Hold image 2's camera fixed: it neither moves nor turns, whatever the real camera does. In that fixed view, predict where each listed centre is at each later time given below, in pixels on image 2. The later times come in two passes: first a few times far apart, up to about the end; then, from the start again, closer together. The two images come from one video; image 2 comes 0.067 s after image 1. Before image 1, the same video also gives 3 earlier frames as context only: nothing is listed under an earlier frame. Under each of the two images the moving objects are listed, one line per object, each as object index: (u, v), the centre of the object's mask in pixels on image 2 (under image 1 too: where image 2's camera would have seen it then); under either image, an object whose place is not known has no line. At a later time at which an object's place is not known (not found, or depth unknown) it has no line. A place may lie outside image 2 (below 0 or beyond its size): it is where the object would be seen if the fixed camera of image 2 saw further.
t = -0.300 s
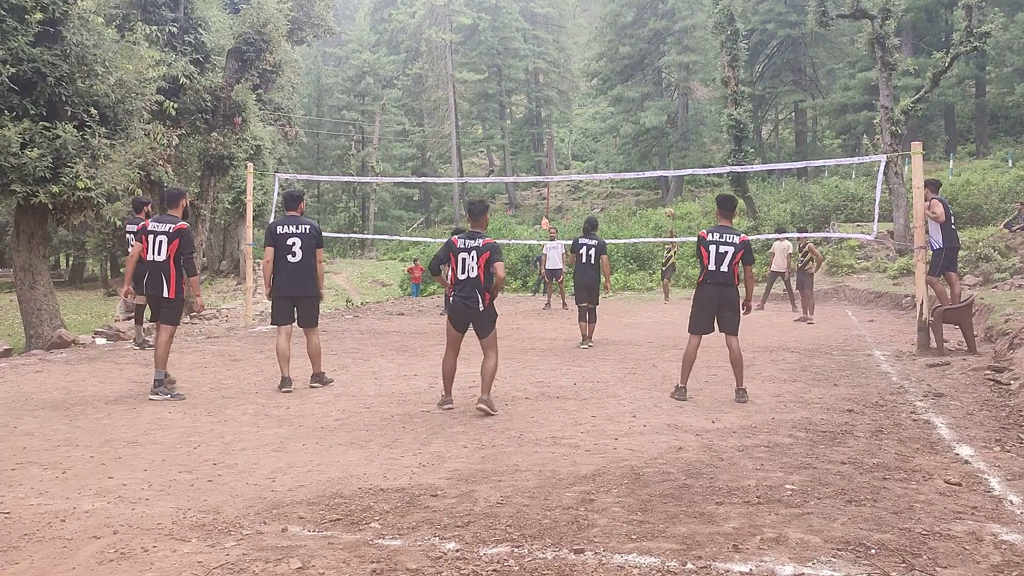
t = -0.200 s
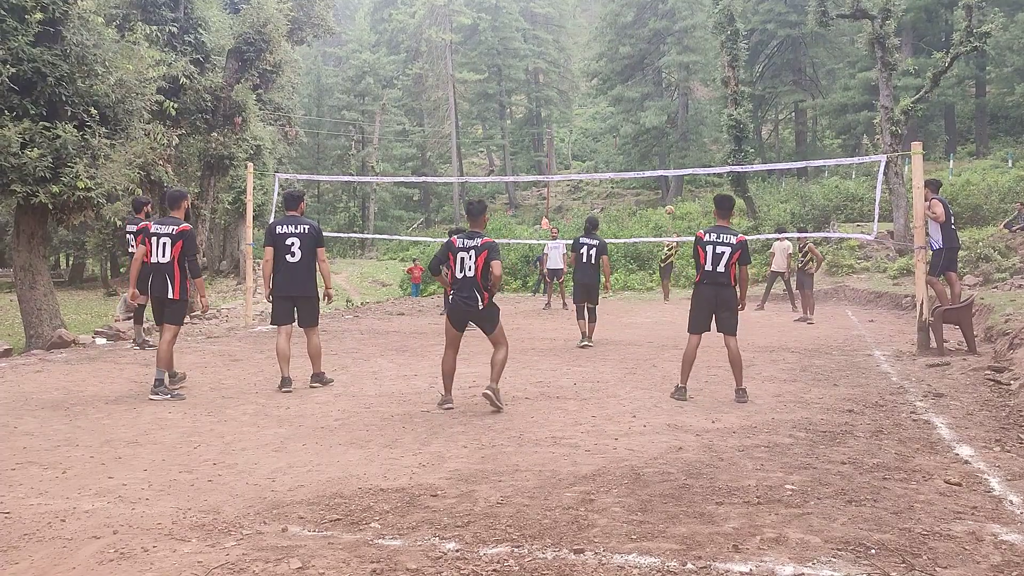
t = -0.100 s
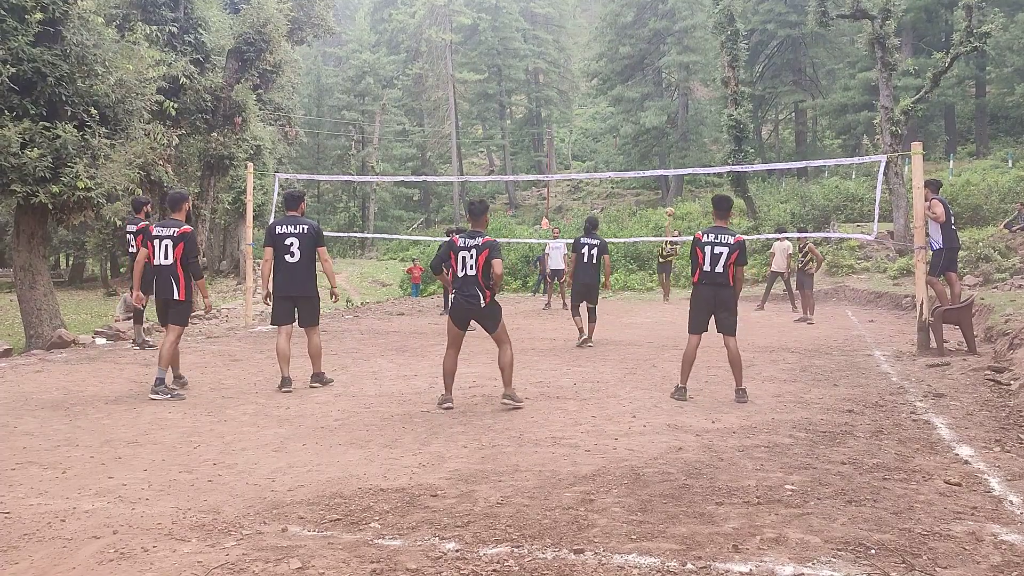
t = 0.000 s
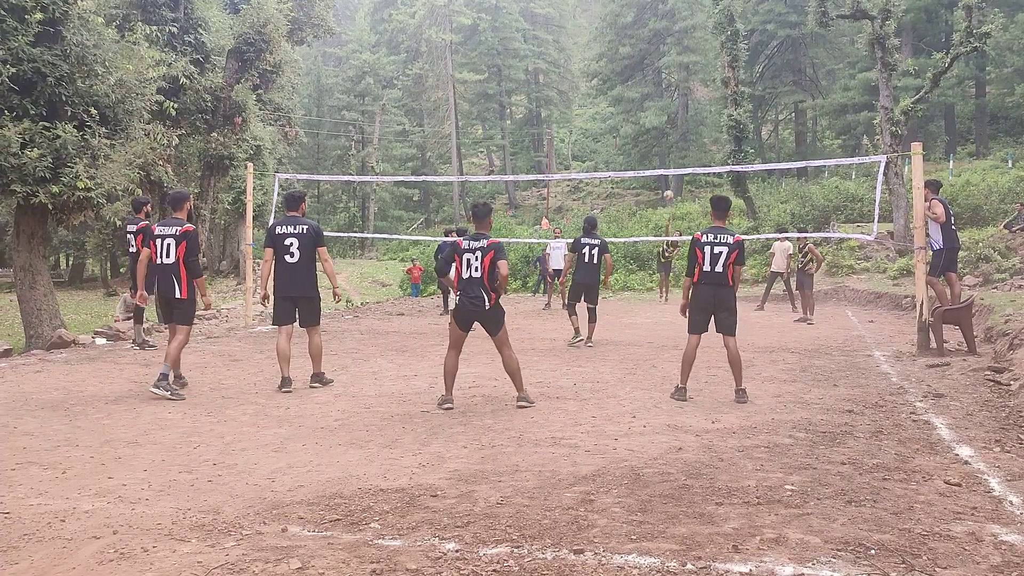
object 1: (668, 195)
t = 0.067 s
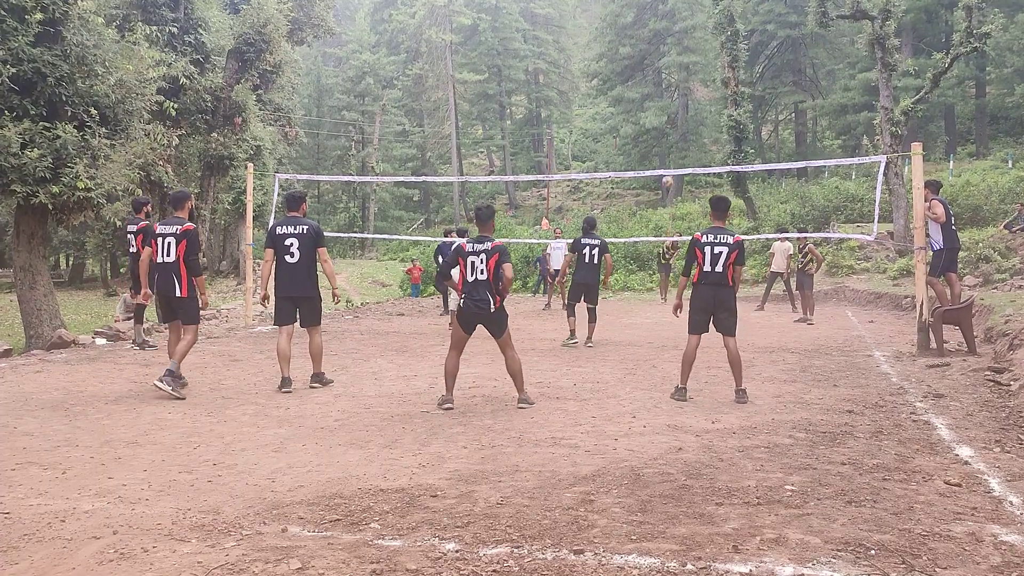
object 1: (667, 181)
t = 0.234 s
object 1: (663, 148)
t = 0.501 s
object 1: (654, 111)
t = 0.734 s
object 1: (649, 111)
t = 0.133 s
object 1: (666, 166)
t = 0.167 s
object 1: (665, 161)
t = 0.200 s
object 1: (664, 154)
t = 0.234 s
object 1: (663, 148)
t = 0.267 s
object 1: (661, 141)
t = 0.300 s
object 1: (661, 136)
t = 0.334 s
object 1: (659, 131)
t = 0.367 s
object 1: (658, 126)
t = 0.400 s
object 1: (657, 121)
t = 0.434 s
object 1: (656, 118)
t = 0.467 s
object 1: (655, 114)
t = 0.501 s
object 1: (654, 111)
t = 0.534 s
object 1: (652, 109)
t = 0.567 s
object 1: (652, 107)
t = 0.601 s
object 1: (651, 106)
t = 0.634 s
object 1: (650, 106)
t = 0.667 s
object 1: (649, 107)
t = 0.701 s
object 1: (649, 108)
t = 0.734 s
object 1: (649, 111)
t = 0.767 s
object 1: (648, 115)
